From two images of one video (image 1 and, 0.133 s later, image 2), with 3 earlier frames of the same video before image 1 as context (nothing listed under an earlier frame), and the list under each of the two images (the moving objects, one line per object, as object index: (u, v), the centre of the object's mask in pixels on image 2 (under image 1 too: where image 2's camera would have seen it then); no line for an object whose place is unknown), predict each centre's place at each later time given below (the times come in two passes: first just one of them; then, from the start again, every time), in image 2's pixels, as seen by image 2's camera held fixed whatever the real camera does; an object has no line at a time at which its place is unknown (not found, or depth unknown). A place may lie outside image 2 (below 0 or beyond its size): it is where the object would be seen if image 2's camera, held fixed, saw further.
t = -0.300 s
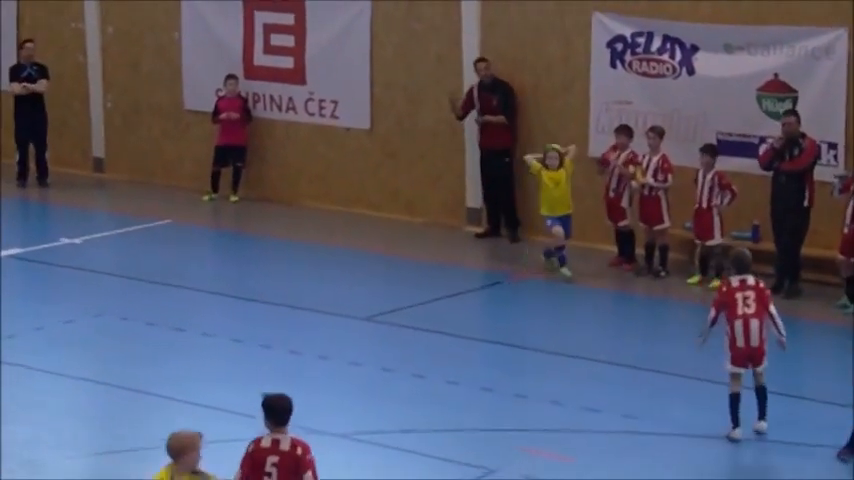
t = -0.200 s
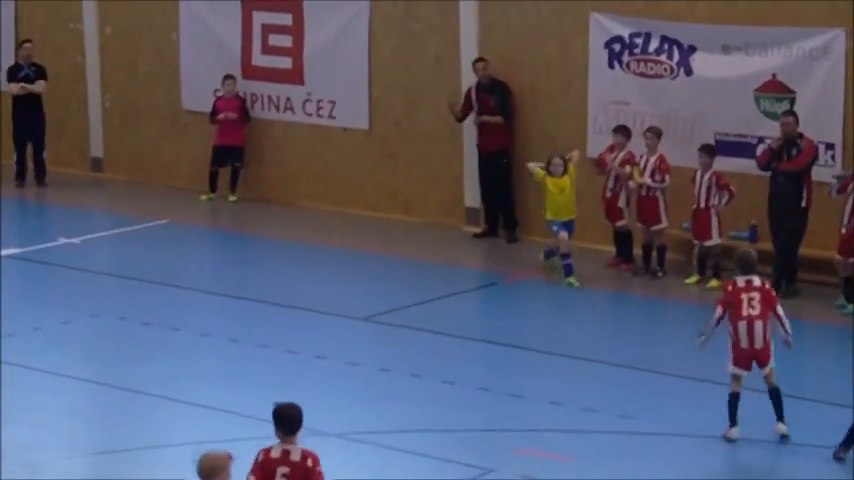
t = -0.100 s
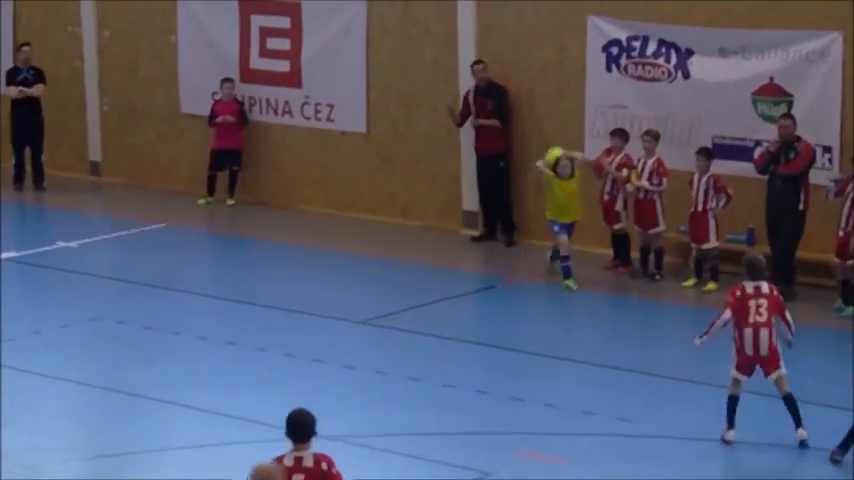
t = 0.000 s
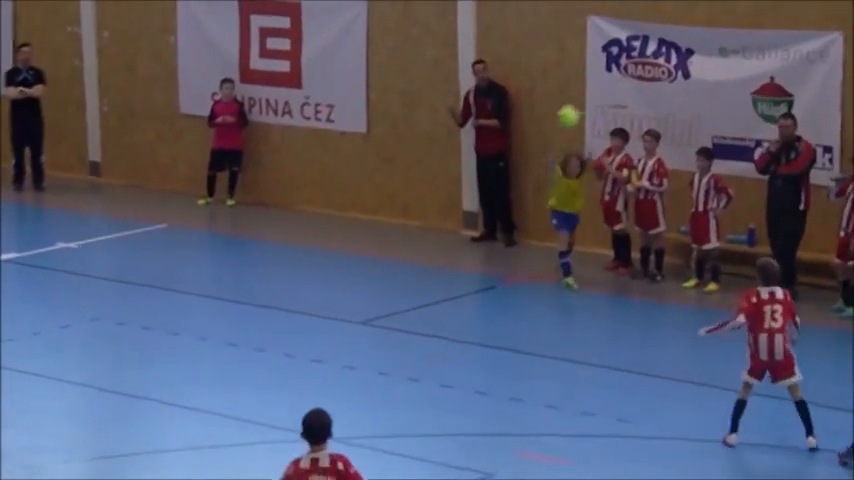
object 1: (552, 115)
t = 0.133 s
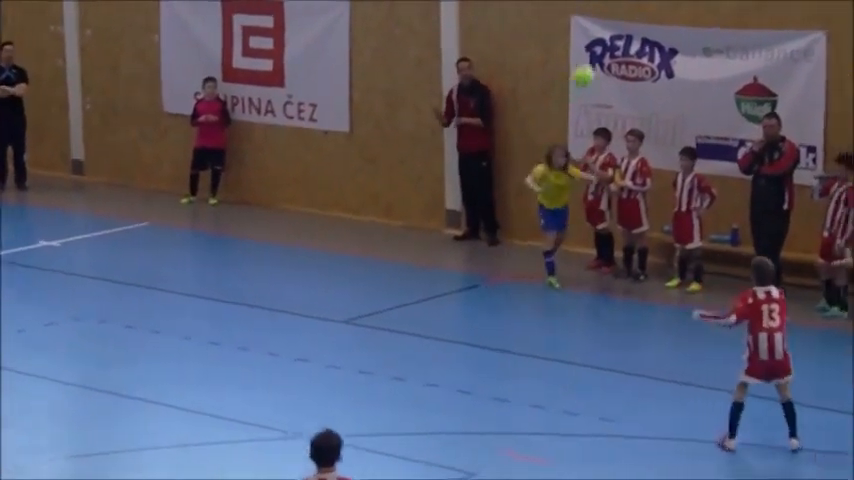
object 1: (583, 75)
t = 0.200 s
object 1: (601, 61)
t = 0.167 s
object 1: (591, 68)
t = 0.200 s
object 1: (601, 61)
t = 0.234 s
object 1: (608, 55)
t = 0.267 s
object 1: (617, 50)
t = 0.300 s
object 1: (626, 46)
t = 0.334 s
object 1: (637, 45)
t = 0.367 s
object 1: (646, 44)
